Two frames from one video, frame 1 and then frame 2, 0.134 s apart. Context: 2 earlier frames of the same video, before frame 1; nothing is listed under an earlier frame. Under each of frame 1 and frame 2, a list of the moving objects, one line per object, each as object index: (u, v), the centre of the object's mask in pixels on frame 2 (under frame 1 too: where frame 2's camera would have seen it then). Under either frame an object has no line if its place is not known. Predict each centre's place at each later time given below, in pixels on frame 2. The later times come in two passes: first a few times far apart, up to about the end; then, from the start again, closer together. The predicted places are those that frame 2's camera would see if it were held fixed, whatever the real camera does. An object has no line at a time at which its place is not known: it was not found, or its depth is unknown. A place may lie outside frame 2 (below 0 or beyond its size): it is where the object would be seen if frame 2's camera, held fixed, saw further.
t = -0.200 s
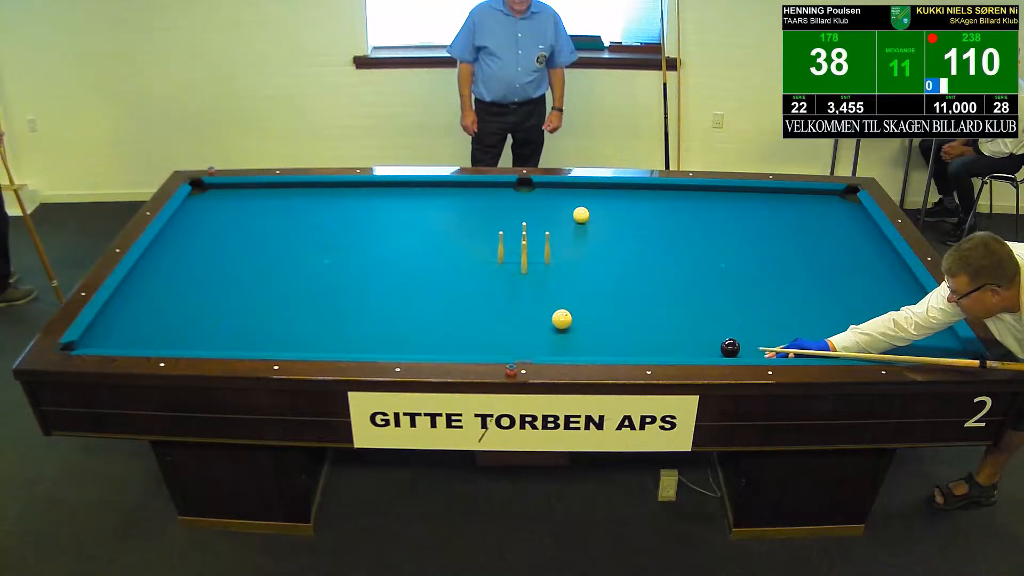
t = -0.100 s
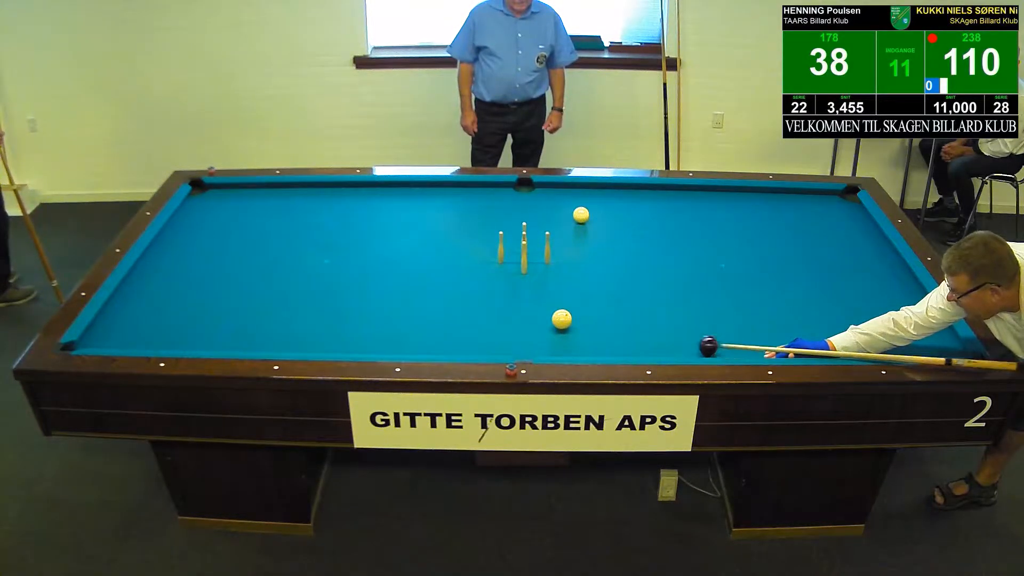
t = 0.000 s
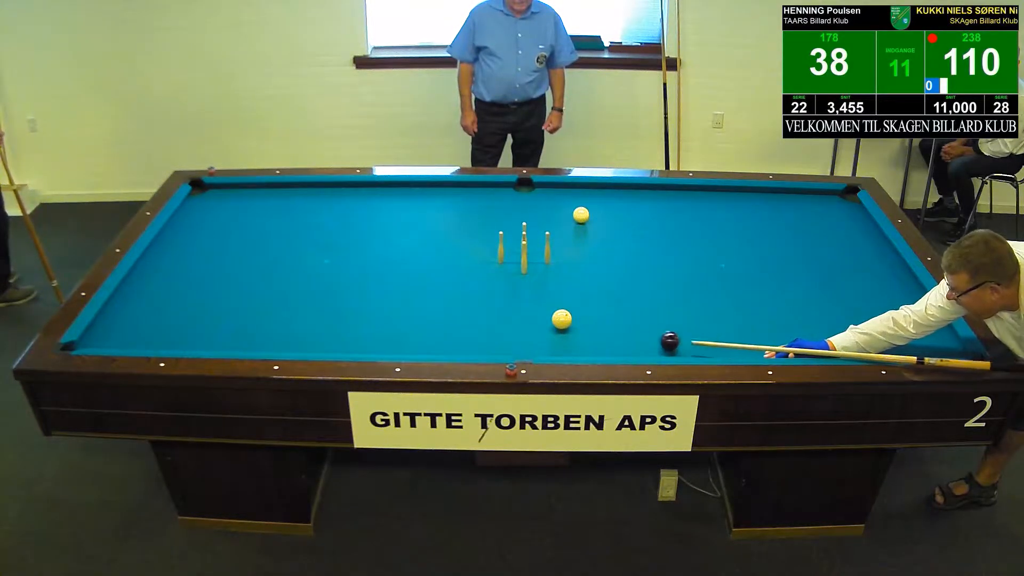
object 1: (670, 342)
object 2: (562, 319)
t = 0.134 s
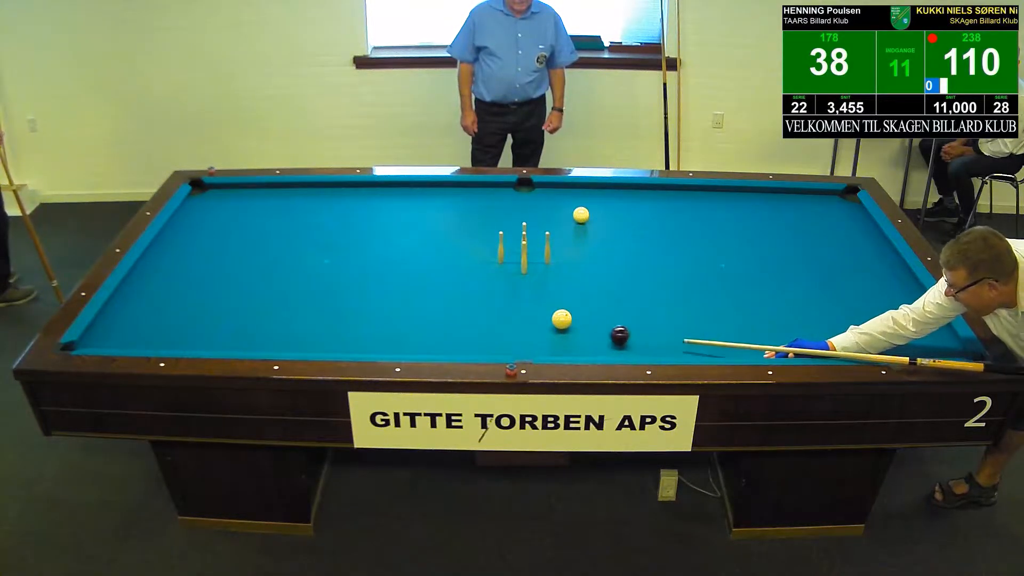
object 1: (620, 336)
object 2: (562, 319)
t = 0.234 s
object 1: (582, 331)
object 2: (562, 319)
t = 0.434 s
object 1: (515, 333)
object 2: (556, 310)
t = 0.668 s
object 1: (438, 337)
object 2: (548, 300)
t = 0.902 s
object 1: (362, 341)
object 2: (541, 290)
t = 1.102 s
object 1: (299, 344)
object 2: (535, 282)
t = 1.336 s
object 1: (226, 346)
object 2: (529, 273)
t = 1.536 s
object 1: (173, 345)
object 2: (525, 267)
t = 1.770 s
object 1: (117, 342)
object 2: (520, 261)
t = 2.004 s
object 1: (98, 341)
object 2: (516, 256)
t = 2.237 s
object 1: (127, 344)
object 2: (512, 252)
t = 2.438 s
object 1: (152, 344)
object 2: (510, 249)
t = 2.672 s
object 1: (182, 343)
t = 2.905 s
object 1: (211, 342)
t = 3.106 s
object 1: (235, 341)
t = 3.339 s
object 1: (263, 340)
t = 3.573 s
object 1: (291, 338)
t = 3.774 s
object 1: (314, 337)
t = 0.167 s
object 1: (607, 334)
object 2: (562, 319)
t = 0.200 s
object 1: (594, 333)
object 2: (562, 319)
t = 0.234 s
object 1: (582, 331)
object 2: (562, 319)
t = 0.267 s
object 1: (570, 330)
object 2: (561, 318)
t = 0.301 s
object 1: (559, 330)
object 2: (561, 315)
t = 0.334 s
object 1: (548, 331)
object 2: (559, 315)
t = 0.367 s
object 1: (537, 332)
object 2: (558, 313)
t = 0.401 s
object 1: (526, 332)
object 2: (557, 312)
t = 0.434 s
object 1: (515, 333)
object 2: (556, 310)
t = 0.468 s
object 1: (504, 334)
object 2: (555, 309)
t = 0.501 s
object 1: (493, 334)
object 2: (554, 307)
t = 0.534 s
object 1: (482, 335)
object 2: (552, 306)
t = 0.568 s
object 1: (471, 336)
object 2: (551, 304)
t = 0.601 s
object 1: (460, 336)
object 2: (550, 303)
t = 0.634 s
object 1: (449, 337)
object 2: (549, 301)
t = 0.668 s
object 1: (438, 337)
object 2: (548, 300)
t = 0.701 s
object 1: (427, 338)
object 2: (547, 298)
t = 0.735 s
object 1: (417, 339)
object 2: (546, 297)
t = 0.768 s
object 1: (406, 339)
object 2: (545, 295)
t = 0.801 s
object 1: (395, 340)
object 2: (544, 294)
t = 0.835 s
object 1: (384, 340)
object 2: (543, 292)
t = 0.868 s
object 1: (373, 341)
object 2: (542, 291)
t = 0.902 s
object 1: (362, 341)
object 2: (541, 290)
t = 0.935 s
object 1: (352, 341)
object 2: (540, 288)
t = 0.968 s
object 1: (341, 342)
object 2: (539, 287)
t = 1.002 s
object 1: (330, 342)
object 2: (538, 286)
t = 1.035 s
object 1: (320, 343)
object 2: (537, 284)
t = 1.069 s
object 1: (309, 343)
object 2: (536, 283)
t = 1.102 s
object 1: (299, 344)
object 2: (535, 282)
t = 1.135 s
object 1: (288, 344)
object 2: (535, 281)
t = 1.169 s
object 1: (277, 344)
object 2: (534, 279)
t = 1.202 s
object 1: (267, 345)
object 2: (533, 278)
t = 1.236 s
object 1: (257, 345)
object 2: (532, 277)
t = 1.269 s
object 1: (246, 345)
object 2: (531, 276)
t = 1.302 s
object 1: (236, 346)
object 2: (530, 274)
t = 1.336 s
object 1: (226, 346)
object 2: (529, 273)
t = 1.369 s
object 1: (216, 346)
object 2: (528, 272)
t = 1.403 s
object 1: (207, 346)
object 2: (528, 271)
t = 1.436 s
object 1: (198, 346)
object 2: (527, 270)
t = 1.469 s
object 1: (189, 345)
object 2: (526, 269)
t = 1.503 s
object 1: (181, 345)
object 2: (525, 268)
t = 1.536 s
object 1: (173, 345)
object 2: (525, 267)
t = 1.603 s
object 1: (156, 344)
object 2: (523, 265)
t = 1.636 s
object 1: (148, 343)
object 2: (523, 264)
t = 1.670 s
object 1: (140, 343)
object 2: (522, 263)
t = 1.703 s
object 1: (132, 342)
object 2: (521, 262)
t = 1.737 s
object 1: (124, 342)
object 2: (521, 261)
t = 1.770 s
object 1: (117, 342)
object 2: (520, 261)
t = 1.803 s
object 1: (109, 341)
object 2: (519, 260)
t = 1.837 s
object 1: (101, 341)
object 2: (519, 259)
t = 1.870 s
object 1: (94, 341)
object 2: (518, 258)
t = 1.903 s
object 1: (86, 341)
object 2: (518, 258)
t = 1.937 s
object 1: (87, 341)
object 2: (517, 257)
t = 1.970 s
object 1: (93, 341)
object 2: (517, 256)
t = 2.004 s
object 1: (98, 341)
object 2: (516, 256)
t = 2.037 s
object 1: (102, 342)
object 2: (515, 255)
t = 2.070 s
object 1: (106, 342)
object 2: (515, 254)
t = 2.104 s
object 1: (110, 342)
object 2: (514, 254)
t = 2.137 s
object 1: (115, 343)
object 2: (514, 253)
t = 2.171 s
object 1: (119, 343)
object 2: (513, 253)
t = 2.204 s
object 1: (123, 344)
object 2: (513, 252)
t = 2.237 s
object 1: (127, 344)
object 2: (512, 252)
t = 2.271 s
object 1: (131, 344)
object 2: (512, 252)
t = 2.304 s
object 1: (136, 344)
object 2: (512, 251)
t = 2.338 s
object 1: (140, 344)
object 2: (511, 251)
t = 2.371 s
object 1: (144, 344)
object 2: (511, 250)
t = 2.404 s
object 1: (148, 343)
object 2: (510, 249)
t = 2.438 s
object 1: (152, 344)
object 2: (510, 249)
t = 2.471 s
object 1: (156, 343)
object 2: (510, 249)
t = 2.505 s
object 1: (161, 344)
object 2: (510, 249)
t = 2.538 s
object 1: (165, 343)
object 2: (510, 248)
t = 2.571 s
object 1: (169, 343)
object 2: (508, 247)
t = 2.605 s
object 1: (173, 343)
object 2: (508, 247)
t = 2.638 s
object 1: (178, 343)
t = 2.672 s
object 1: (182, 343)
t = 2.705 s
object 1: (186, 343)
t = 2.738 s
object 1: (190, 343)
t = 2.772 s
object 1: (194, 343)
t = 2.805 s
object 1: (198, 342)
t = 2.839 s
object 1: (203, 342)
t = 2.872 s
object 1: (207, 342)
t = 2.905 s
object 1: (211, 342)
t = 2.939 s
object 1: (215, 342)
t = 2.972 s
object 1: (219, 342)
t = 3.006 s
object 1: (223, 342)
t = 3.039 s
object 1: (227, 342)
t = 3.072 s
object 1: (231, 342)
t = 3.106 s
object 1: (235, 341)
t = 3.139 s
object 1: (239, 341)
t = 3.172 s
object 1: (243, 341)
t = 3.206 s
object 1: (247, 341)
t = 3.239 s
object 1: (251, 341)
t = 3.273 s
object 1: (255, 340)
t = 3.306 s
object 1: (259, 340)
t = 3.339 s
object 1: (263, 340)
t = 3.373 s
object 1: (267, 340)
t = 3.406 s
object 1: (271, 340)
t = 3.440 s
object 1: (275, 339)
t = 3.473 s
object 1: (279, 339)
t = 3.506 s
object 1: (283, 339)
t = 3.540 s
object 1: (287, 339)
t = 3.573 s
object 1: (291, 338)
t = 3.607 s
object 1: (294, 338)
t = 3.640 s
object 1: (298, 338)
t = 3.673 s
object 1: (302, 338)
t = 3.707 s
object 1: (306, 337)
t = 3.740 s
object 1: (310, 338)
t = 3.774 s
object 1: (314, 337)
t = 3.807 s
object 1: (317, 337)
